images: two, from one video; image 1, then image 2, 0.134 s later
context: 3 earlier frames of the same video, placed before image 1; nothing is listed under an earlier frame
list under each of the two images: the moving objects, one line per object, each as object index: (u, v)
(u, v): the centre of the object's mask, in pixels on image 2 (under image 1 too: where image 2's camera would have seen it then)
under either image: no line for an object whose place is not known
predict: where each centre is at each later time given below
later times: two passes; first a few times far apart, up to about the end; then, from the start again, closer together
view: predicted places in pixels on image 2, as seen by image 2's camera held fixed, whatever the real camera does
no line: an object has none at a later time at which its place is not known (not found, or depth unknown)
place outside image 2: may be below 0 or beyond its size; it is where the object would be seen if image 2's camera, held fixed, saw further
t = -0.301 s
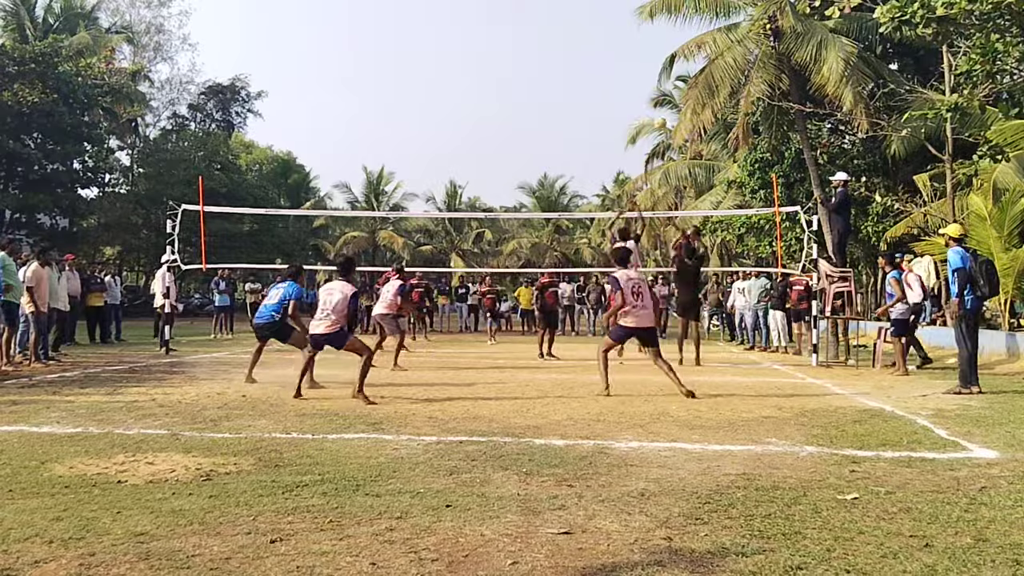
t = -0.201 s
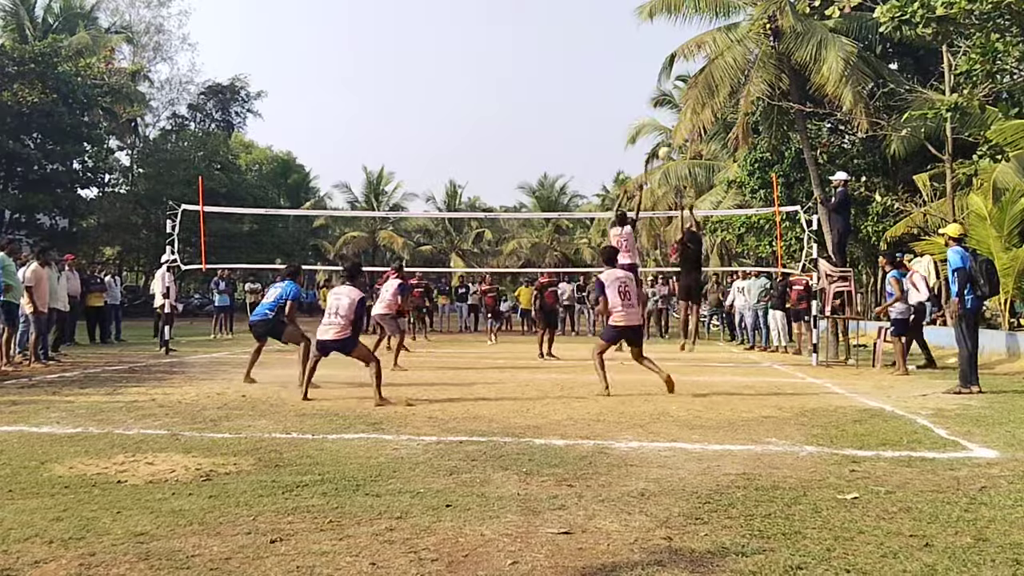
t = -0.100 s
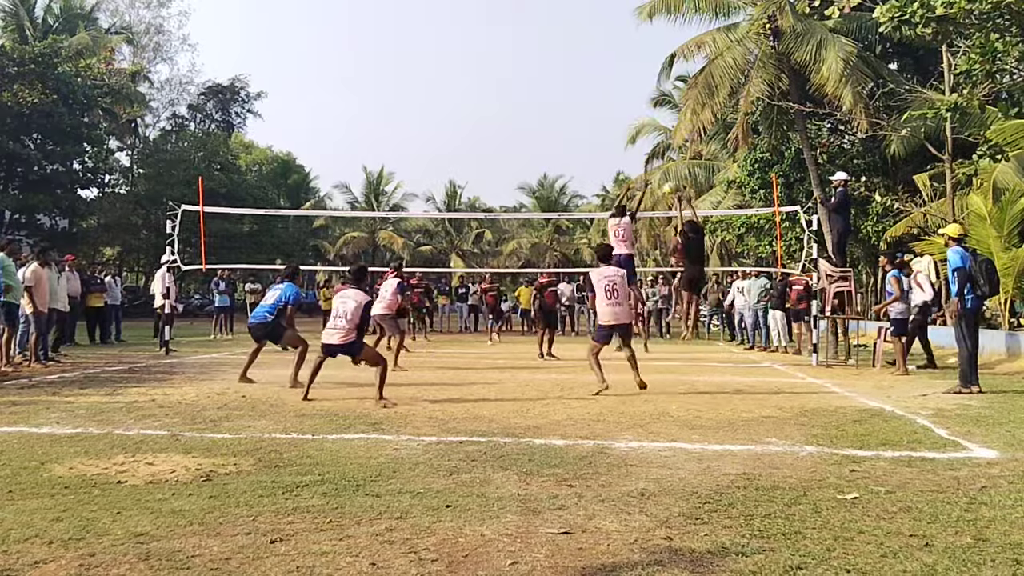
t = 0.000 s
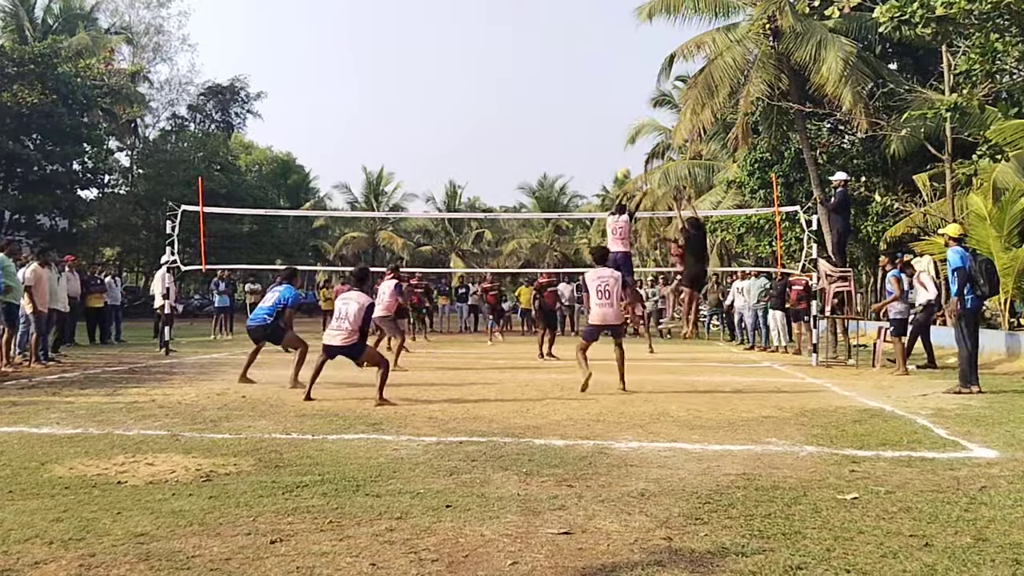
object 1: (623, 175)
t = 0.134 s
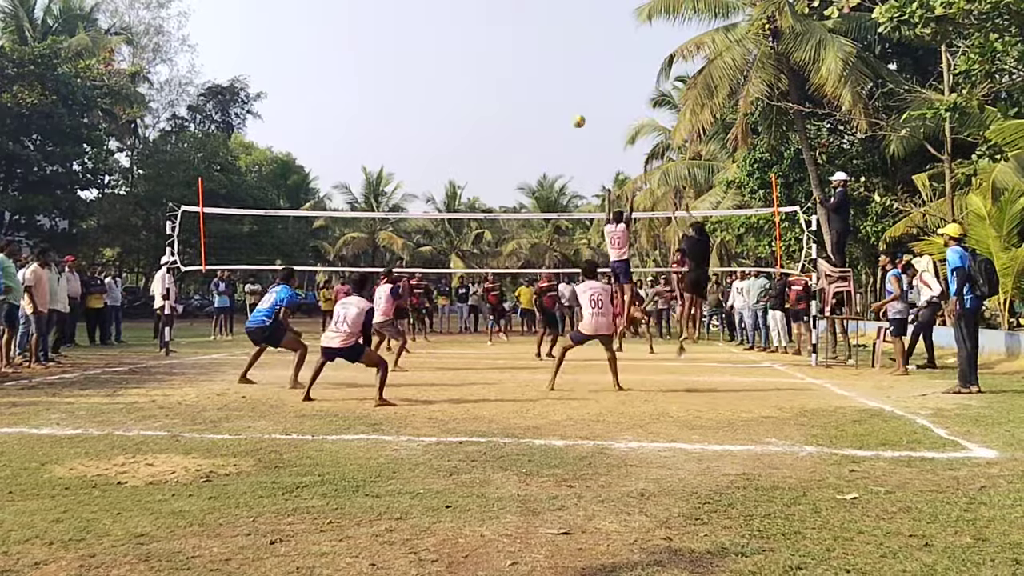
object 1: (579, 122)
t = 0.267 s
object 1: (528, 76)
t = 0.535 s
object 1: (400, 16)
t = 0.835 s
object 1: (206, 16)
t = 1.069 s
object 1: (4, 97)
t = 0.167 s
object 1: (566, 109)
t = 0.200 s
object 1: (554, 98)
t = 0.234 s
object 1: (541, 86)
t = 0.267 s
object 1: (528, 76)
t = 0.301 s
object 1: (514, 66)
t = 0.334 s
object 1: (499, 57)
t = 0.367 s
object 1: (484, 48)
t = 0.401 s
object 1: (469, 40)
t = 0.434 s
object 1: (452, 33)
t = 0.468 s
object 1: (435, 26)
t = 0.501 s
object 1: (418, 20)
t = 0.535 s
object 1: (400, 16)
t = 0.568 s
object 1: (382, 12)
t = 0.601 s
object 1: (362, 8)
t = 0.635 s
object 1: (342, 6)
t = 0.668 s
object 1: (321, 6)
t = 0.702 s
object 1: (300, 5)
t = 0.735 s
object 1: (278, 6)
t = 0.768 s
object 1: (254, 7)
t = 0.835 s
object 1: (206, 16)
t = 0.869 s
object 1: (181, 23)
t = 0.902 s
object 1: (152, 30)
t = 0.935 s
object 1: (124, 40)
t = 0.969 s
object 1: (97, 52)
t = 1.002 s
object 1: (66, 64)
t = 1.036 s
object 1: (36, 80)
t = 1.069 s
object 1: (4, 97)
